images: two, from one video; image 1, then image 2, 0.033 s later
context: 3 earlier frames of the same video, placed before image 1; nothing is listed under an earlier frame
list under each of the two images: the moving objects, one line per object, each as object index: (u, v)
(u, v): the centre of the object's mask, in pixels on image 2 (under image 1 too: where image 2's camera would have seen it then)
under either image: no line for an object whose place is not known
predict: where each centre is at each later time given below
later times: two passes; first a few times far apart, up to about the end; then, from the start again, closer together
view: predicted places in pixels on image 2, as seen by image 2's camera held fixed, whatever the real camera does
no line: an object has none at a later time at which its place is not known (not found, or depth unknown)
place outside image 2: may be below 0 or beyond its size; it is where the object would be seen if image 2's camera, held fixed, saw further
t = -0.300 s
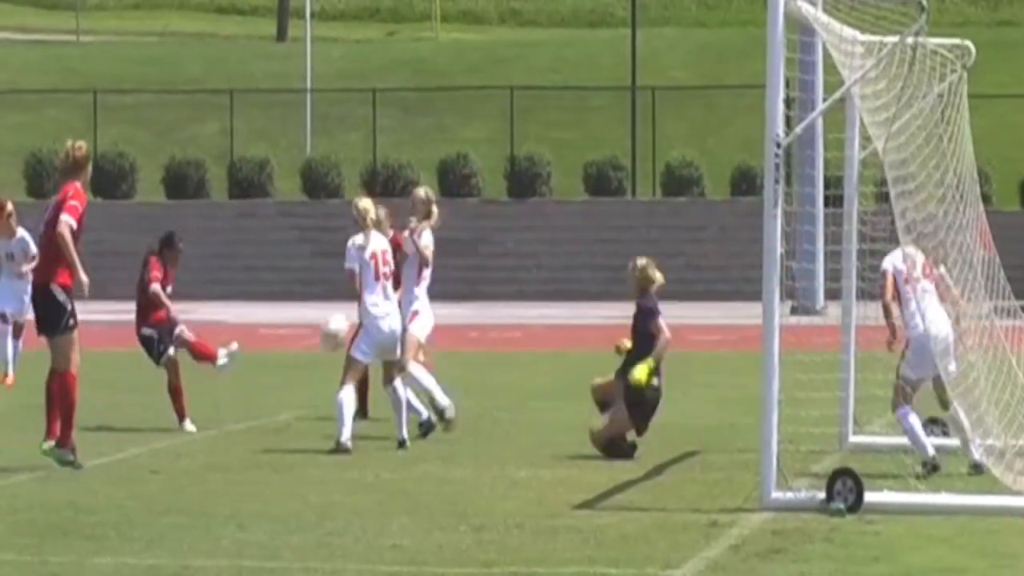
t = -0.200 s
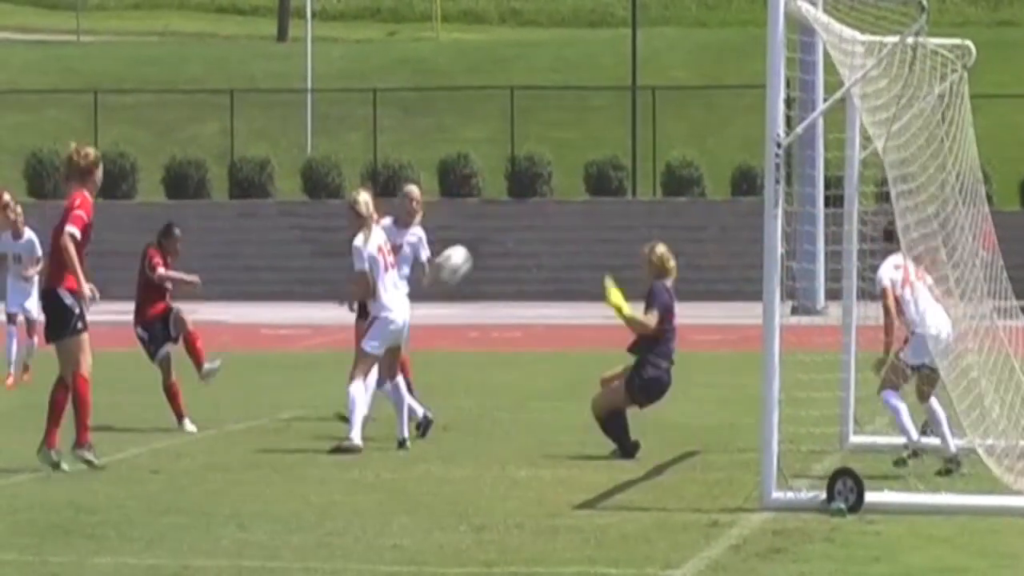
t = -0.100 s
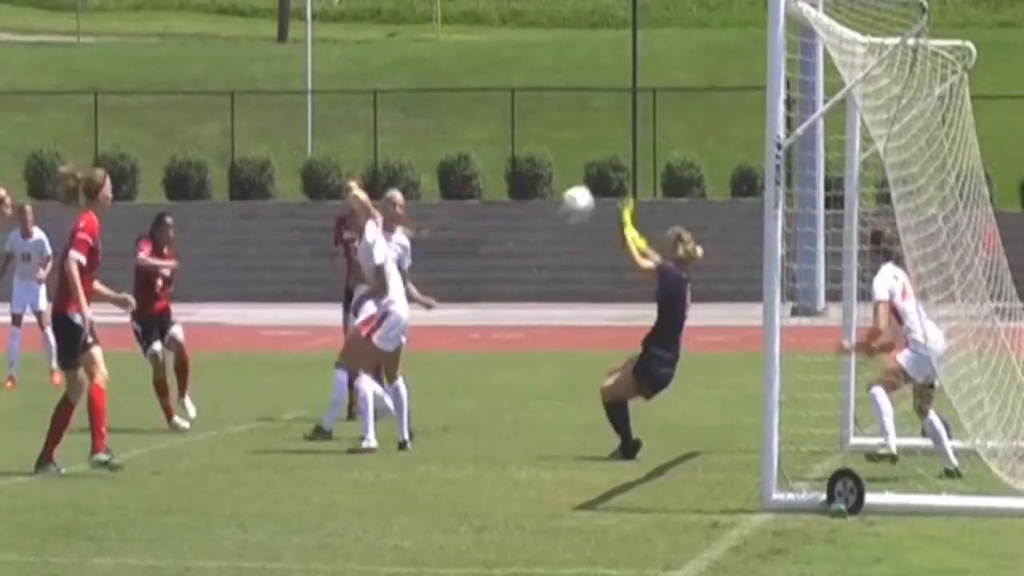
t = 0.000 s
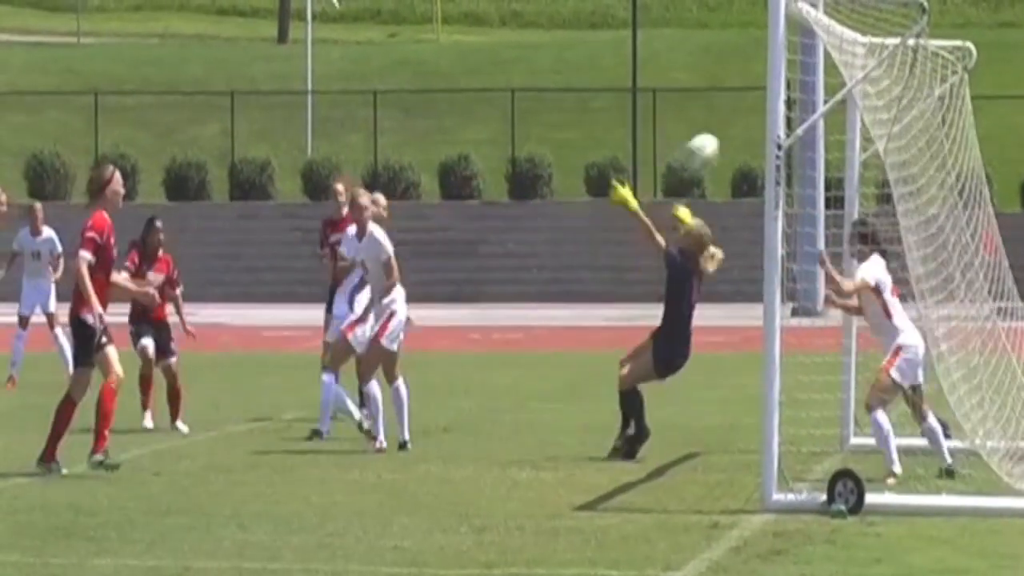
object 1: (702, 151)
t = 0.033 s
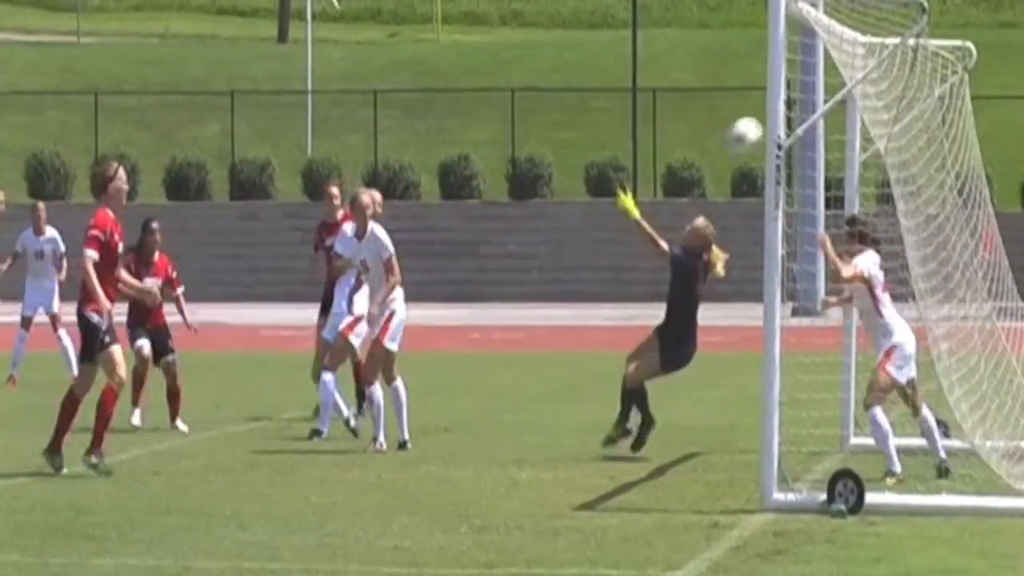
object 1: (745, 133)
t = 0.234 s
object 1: (926, 88)
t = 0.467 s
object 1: (977, 159)
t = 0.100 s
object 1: (835, 105)
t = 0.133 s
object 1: (878, 90)
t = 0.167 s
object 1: (905, 91)
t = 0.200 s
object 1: (918, 87)
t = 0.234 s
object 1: (926, 88)
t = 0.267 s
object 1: (937, 90)
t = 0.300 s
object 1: (945, 95)
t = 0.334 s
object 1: (953, 107)
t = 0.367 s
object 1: (958, 114)
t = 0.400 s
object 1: (966, 126)
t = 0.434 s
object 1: (973, 138)
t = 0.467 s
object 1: (977, 159)
